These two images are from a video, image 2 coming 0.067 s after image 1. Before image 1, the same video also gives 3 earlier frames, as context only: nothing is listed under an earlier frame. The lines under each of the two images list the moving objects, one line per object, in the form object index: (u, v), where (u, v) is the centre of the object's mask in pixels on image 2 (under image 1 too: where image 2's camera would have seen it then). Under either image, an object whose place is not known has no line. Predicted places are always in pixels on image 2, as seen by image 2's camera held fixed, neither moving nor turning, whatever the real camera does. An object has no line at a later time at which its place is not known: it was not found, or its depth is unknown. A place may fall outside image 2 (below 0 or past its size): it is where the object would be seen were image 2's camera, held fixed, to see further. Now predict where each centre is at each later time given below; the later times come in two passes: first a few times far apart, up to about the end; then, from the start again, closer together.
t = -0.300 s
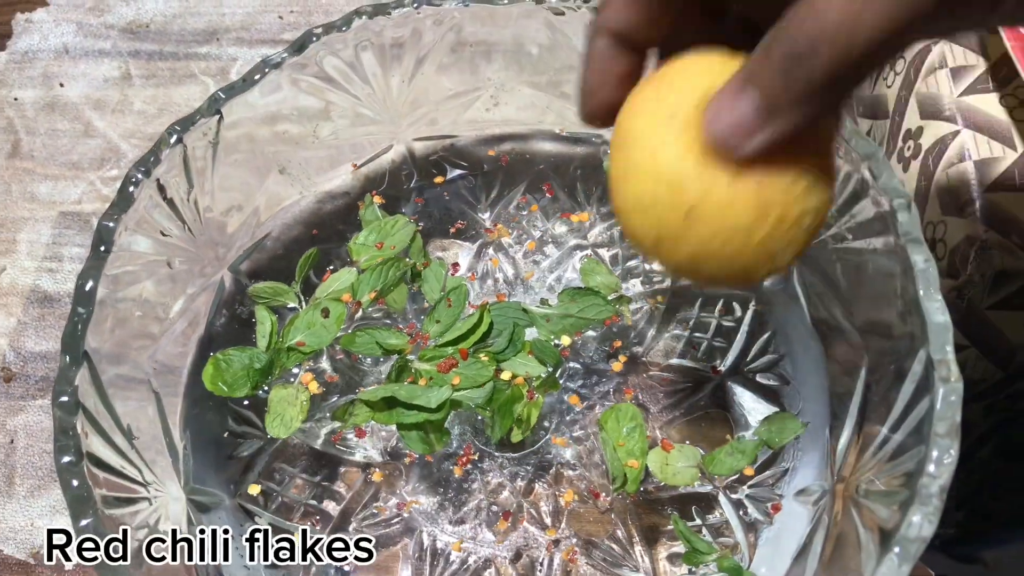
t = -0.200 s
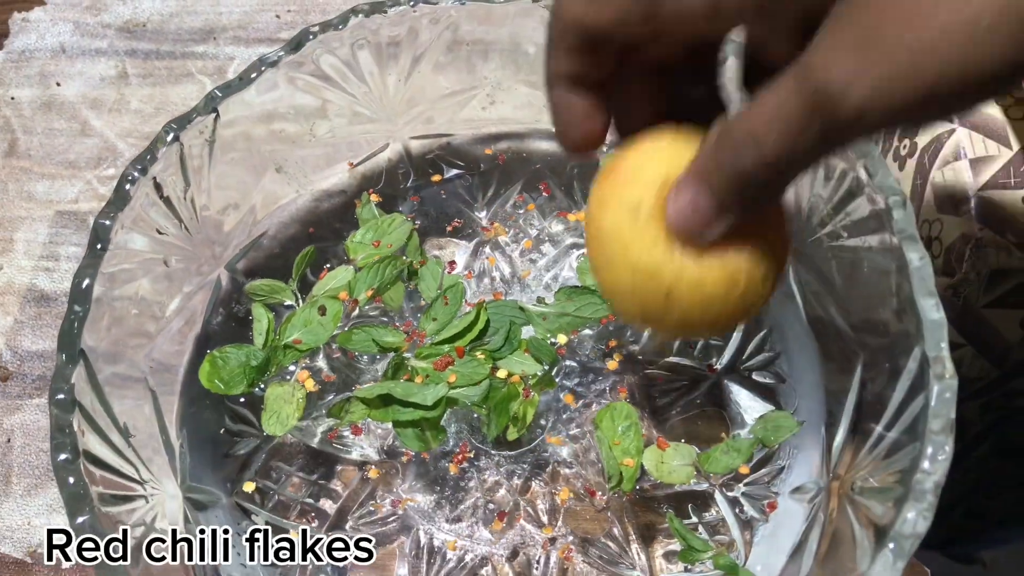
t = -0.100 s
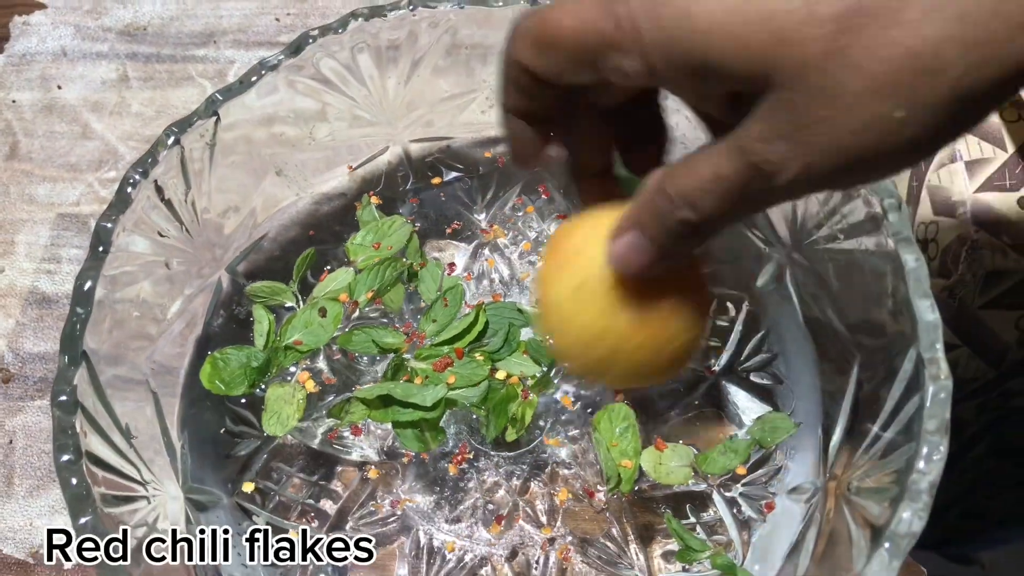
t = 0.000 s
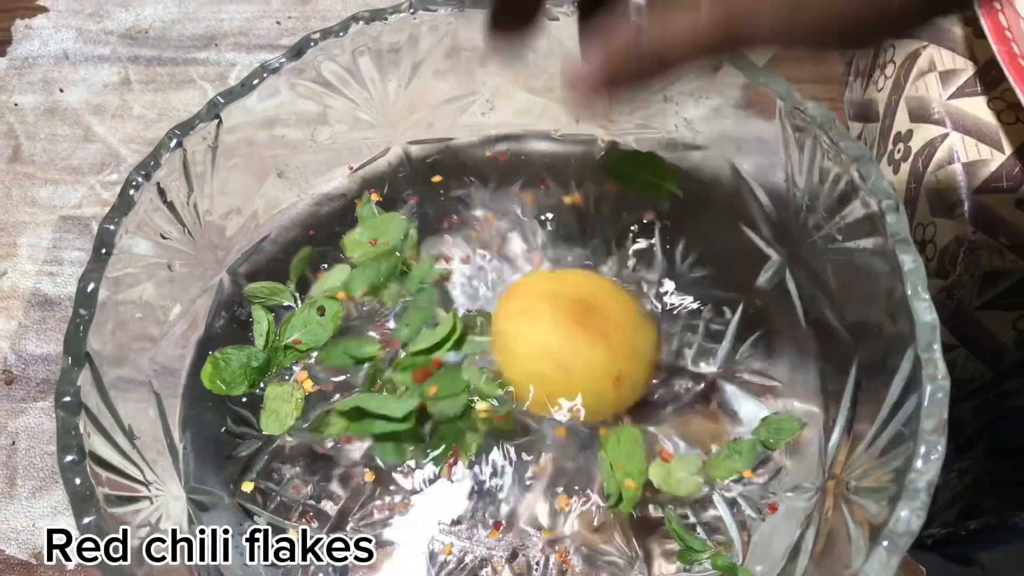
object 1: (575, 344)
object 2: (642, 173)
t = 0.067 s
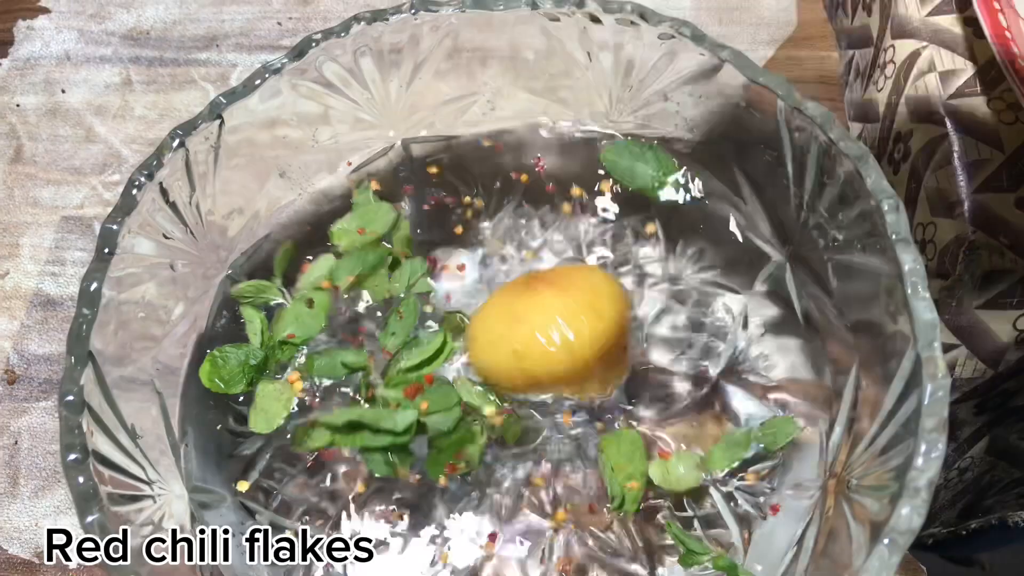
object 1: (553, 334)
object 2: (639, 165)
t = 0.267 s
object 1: (475, 311)
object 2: (656, 181)
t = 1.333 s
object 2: (650, 183)
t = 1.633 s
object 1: (394, 251)
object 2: (660, 186)
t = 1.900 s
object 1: (402, 247)
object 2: (656, 184)
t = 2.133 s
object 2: (654, 182)
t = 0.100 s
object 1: (540, 325)
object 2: (636, 175)
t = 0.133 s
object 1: (527, 319)
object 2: (636, 189)
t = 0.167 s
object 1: (512, 317)
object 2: (636, 197)
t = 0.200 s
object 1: (498, 315)
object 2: (645, 201)
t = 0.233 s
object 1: (485, 313)
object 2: (650, 193)
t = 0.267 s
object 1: (475, 311)
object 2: (656, 181)
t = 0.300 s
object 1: (468, 308)
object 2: (655, 171)
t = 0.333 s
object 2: (652, 172)
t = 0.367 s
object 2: (647, 179)
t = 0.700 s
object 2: (651, 186)
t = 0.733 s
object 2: (650, 185)
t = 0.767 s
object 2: (649, 183)
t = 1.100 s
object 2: (659, 175)
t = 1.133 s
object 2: (660, 174)
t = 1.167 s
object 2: (658, 178)
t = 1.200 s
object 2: (656, 182)
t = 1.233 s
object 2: (653, 186)
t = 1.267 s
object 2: (650, 187)
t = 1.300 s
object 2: (649, 185)
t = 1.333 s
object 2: (650, 183)
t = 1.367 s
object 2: (653, 181)
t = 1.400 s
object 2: (658, 180)
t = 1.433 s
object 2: (659, 184)
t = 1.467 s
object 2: (662, 188)
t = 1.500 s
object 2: (662, 189)
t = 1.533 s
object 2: (661, 188)
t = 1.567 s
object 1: (388, 254)
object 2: (661, 188)
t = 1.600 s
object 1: (392, 252)
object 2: (661, 187)
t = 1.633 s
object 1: (394, 251)
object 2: (660, 186)
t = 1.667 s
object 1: (395, 249)
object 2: (660, 182)
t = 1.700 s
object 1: (396, 248)
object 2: (659, 178)
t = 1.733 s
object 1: (398, 245)
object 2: (658, 176)
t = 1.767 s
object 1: (400, 245)
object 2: (656, 177)
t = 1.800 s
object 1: (400, 246)
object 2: (655, 180)
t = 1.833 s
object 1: (401, 246)
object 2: (655, 182)
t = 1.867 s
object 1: (402, 246)
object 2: (655, 182)
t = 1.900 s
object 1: (402, 247)
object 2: (656, 184)
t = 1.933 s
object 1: (401, 249)
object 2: (656, 183)
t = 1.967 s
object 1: (401, 248)
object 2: (655, 183)
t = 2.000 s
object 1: (401, 248)
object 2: (655, 183)
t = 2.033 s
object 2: (655, 184)
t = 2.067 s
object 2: (654, 183)
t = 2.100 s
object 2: (656, 184)
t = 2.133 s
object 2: (654, 182)
